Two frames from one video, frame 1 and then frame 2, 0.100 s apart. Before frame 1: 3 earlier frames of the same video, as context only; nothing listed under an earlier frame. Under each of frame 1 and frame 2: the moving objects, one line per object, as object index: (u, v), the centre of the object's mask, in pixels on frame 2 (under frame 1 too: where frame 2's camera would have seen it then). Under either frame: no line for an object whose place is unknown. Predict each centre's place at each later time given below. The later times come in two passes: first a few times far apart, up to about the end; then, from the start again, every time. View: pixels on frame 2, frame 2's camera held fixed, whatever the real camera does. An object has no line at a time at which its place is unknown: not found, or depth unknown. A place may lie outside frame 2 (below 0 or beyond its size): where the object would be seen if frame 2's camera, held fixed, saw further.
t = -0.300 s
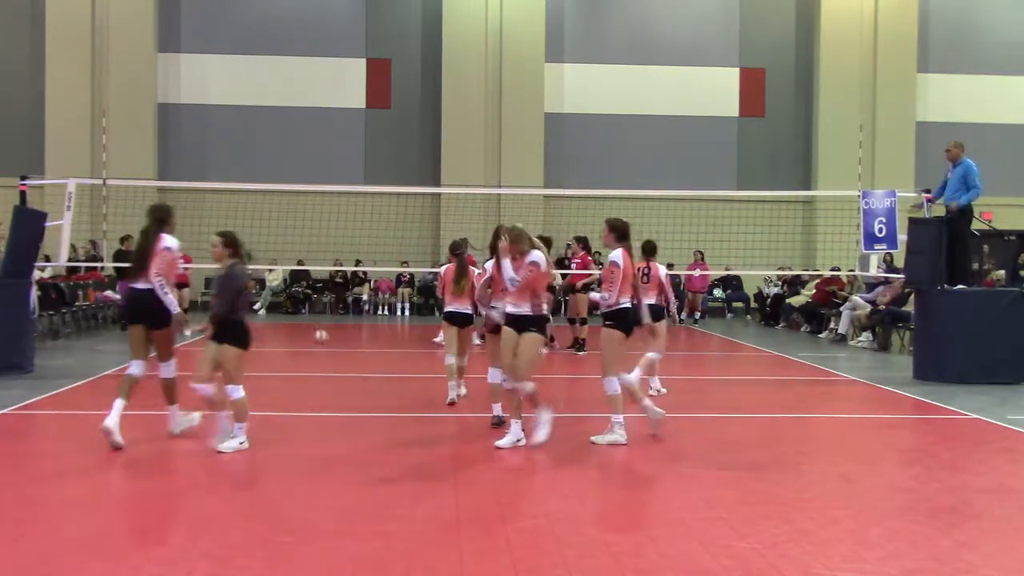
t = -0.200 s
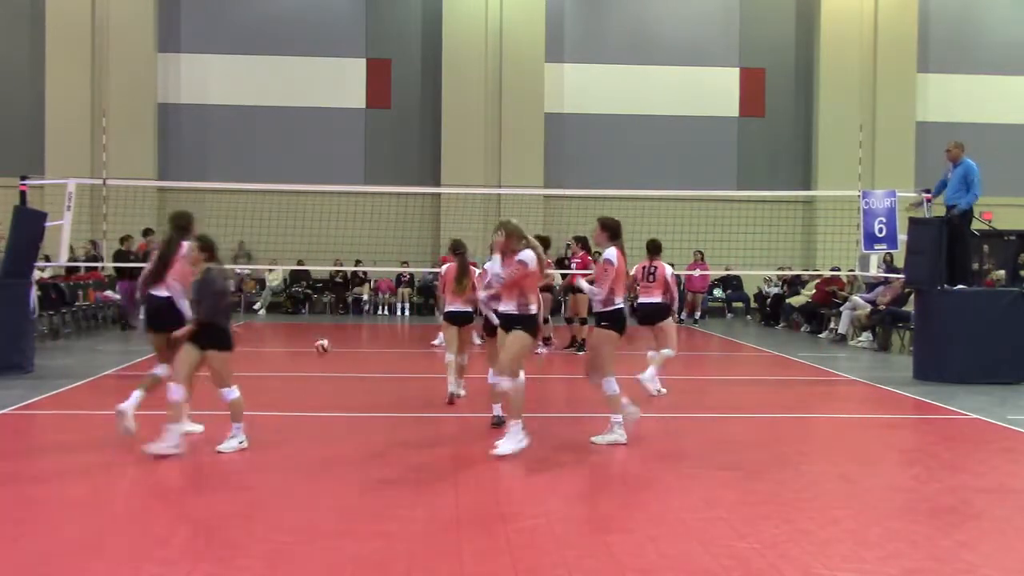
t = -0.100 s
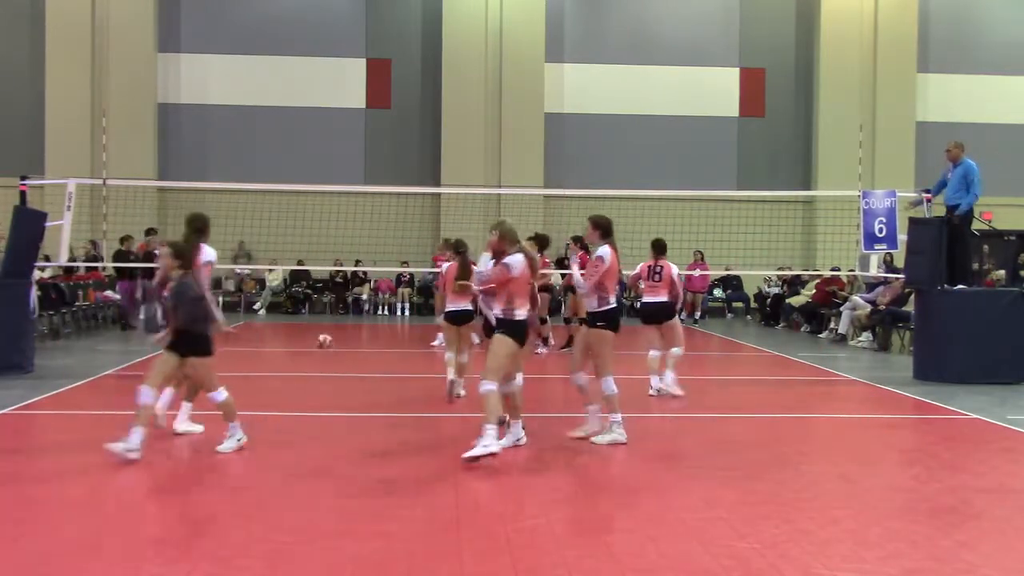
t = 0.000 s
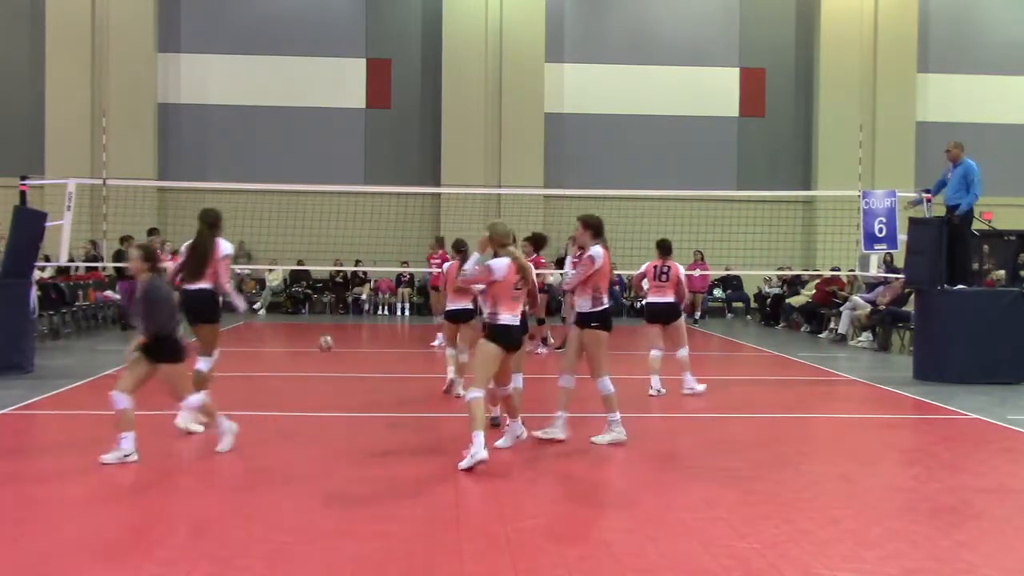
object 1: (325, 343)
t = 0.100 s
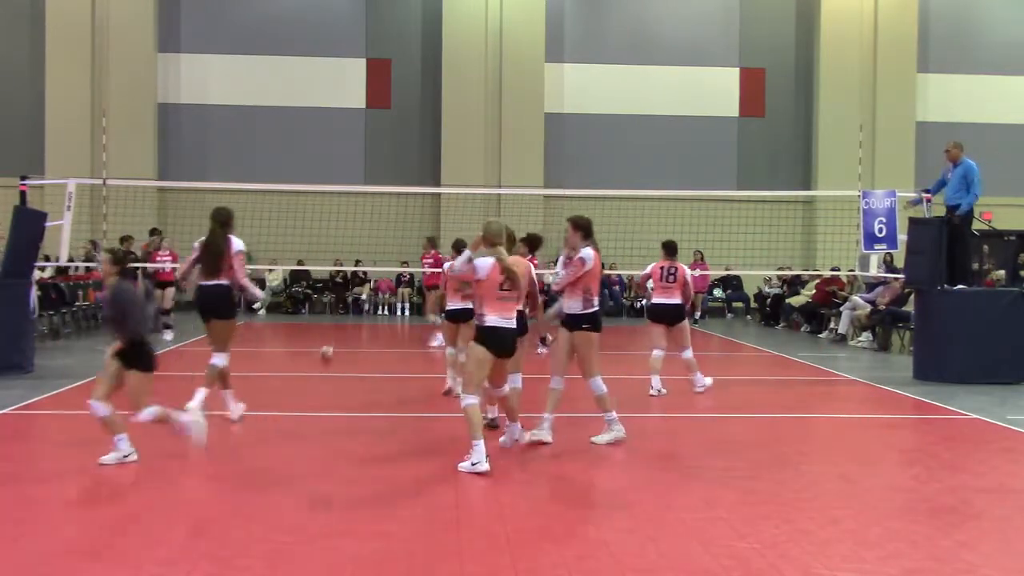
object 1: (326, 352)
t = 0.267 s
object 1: (329, 352)
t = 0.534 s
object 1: (335, 365)
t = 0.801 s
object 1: (343, 373)
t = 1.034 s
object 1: (351, 381)
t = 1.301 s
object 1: (360, 389)
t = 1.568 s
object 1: (373, 399)
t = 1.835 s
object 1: (387, 411)
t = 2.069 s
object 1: (401, 422)
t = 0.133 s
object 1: (327, 352)
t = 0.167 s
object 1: (328, 351)
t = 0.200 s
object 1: (329, 350)
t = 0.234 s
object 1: (329, 351)
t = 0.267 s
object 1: (329, 352)
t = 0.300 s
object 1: (330, 354)
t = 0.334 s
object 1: (331, 356)
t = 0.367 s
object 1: (332, 360)
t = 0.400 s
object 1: (333, 360)
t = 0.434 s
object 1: (334, 360)
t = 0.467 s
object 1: (333, 360)
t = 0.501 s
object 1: (335, 362)
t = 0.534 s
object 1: (335, 365)
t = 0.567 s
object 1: (337, 366)
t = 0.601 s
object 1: (338, 365)
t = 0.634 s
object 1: (339, 366)
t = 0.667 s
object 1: (339, 368)
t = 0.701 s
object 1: (340, 370)
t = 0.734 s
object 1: (341, 370)
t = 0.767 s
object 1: (341, 370)
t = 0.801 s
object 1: (343, 373)
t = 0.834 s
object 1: (344, 374)
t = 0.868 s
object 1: (345, 375)
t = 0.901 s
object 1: (346, 376)
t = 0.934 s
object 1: (347, 377)
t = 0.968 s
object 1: (348, 378)
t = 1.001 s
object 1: (349, 379)
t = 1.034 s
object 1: (351, 381)
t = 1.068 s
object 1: (352, 382)
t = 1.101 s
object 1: (353, 382)
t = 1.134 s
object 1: (354, 383)
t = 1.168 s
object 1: (355, 385)
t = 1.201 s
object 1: (356, 385)
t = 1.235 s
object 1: (358, 386)
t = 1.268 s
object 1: (360, 387)
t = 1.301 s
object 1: (360, 389)
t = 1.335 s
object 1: (362, 390)
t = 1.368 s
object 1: (363, 392)
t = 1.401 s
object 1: (365, 393)
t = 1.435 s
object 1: (366, 394)
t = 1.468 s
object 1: (368, 395)
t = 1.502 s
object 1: (369, 397)
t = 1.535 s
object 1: (372, 398)
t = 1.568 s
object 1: (373, 399)
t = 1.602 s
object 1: (374, 401)
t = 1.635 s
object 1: (376, 402)
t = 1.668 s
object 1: (377, 403)
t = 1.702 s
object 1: (379, 405)
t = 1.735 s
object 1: (381, 406)
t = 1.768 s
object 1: (383, 408)
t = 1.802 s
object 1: (385, 410)
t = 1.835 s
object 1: (387, 411)
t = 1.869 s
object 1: (388, 413)
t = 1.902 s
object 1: (391, 413)
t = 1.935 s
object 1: (393, 415)
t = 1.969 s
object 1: (394, 417)
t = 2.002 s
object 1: (396, 418)
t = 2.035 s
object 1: (398, 419)
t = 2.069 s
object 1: (401, 422)
